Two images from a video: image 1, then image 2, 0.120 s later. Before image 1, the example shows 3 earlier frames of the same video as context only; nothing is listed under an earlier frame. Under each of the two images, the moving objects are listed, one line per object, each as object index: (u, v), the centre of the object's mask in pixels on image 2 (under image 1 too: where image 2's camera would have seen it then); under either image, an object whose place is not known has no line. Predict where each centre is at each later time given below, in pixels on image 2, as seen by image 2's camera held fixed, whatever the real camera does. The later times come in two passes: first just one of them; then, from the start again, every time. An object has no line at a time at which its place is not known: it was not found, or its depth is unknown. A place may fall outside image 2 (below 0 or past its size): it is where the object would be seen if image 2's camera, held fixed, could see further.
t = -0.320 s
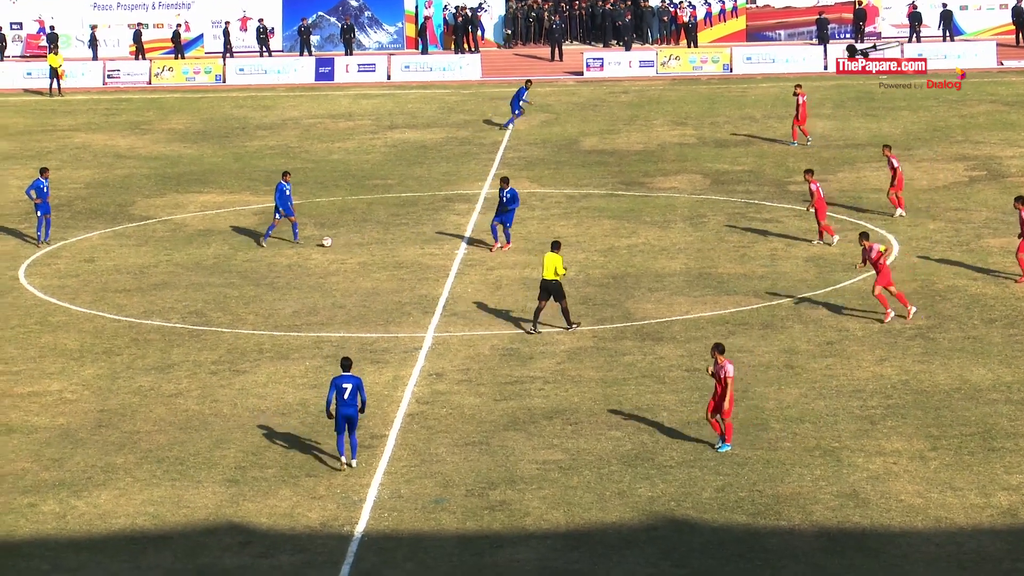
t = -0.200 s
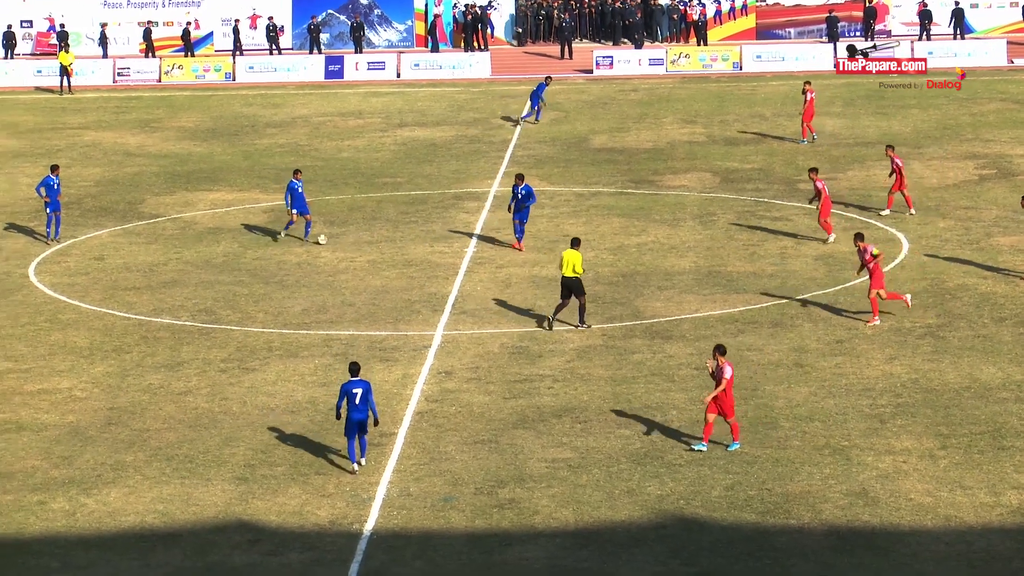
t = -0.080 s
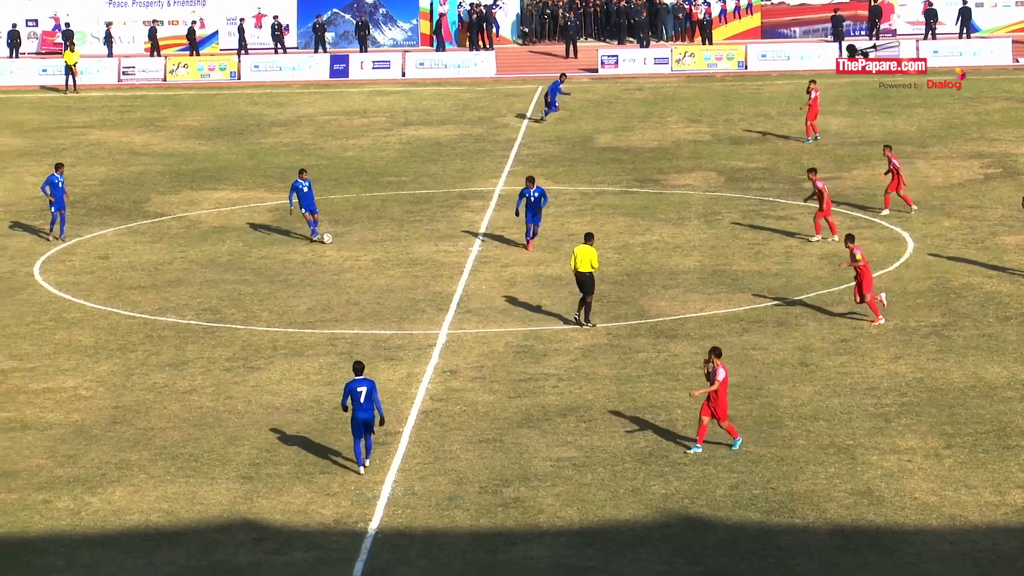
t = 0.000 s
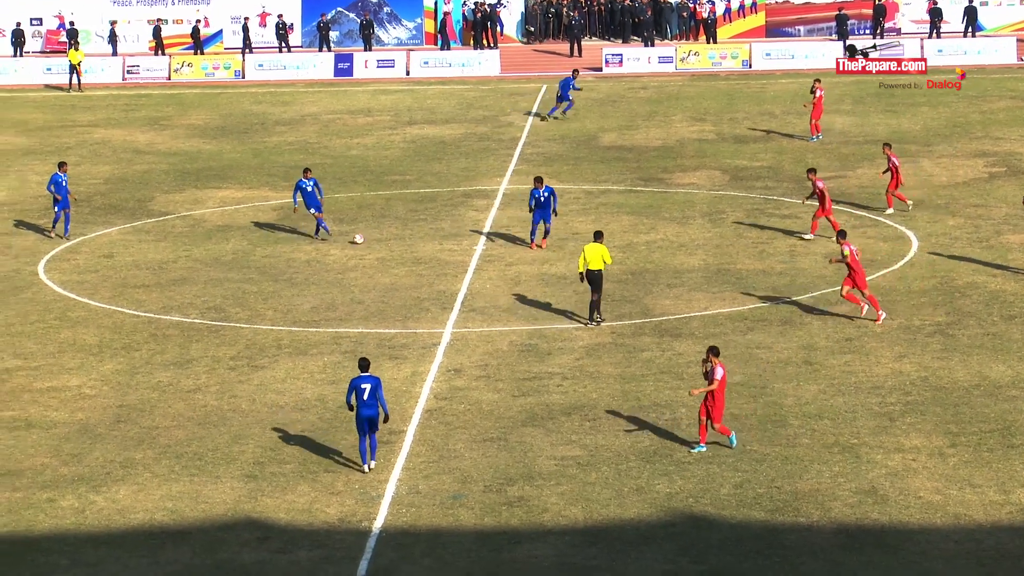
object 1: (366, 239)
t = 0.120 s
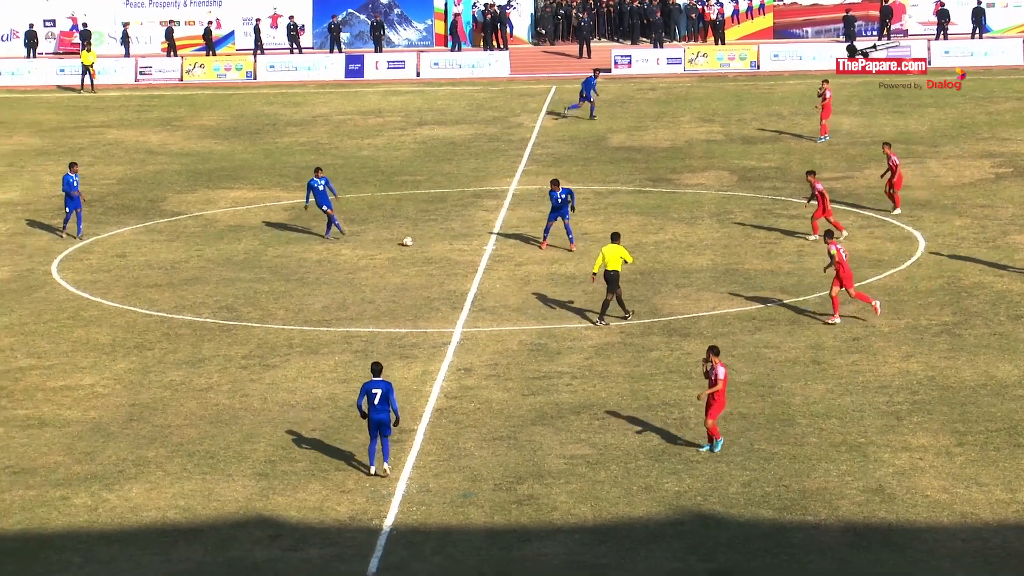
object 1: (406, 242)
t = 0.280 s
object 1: (455, 244)
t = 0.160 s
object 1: (419, 242)
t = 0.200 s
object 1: (432, 243)
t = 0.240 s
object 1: (443, 244)
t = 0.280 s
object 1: (455, 244)
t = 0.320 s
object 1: (466, 245)
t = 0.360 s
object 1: (477, 246)
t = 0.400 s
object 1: (488, 247)
